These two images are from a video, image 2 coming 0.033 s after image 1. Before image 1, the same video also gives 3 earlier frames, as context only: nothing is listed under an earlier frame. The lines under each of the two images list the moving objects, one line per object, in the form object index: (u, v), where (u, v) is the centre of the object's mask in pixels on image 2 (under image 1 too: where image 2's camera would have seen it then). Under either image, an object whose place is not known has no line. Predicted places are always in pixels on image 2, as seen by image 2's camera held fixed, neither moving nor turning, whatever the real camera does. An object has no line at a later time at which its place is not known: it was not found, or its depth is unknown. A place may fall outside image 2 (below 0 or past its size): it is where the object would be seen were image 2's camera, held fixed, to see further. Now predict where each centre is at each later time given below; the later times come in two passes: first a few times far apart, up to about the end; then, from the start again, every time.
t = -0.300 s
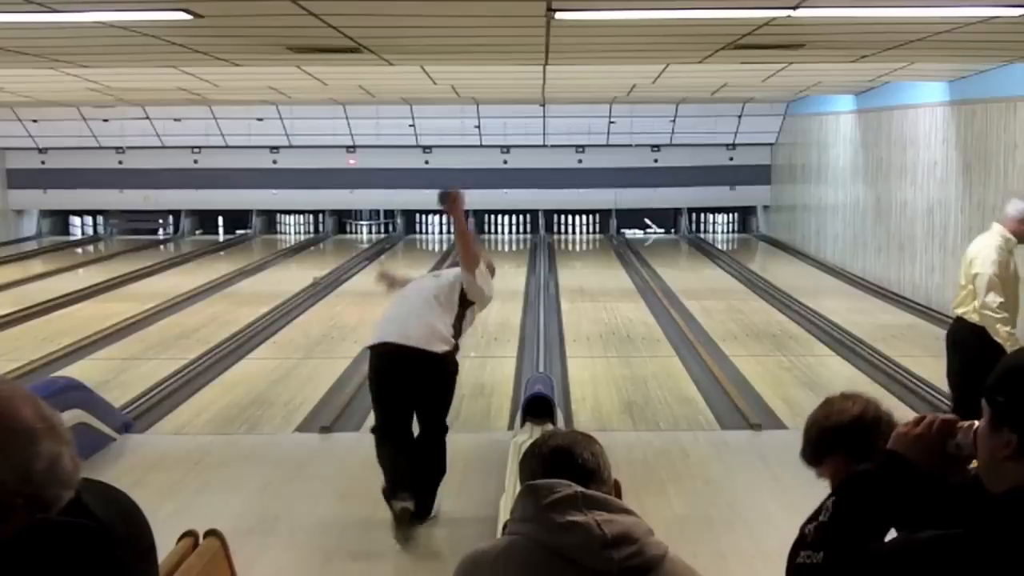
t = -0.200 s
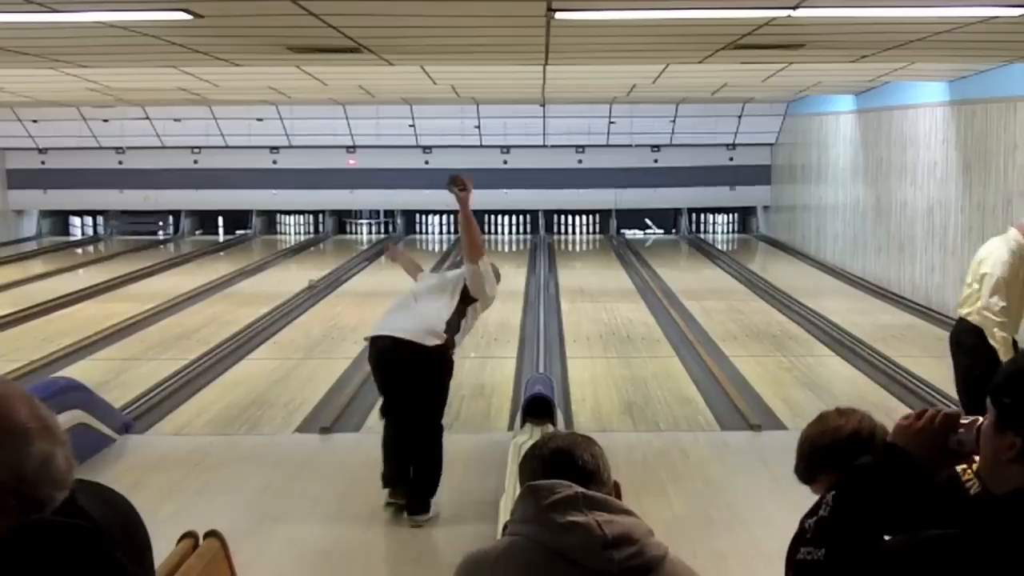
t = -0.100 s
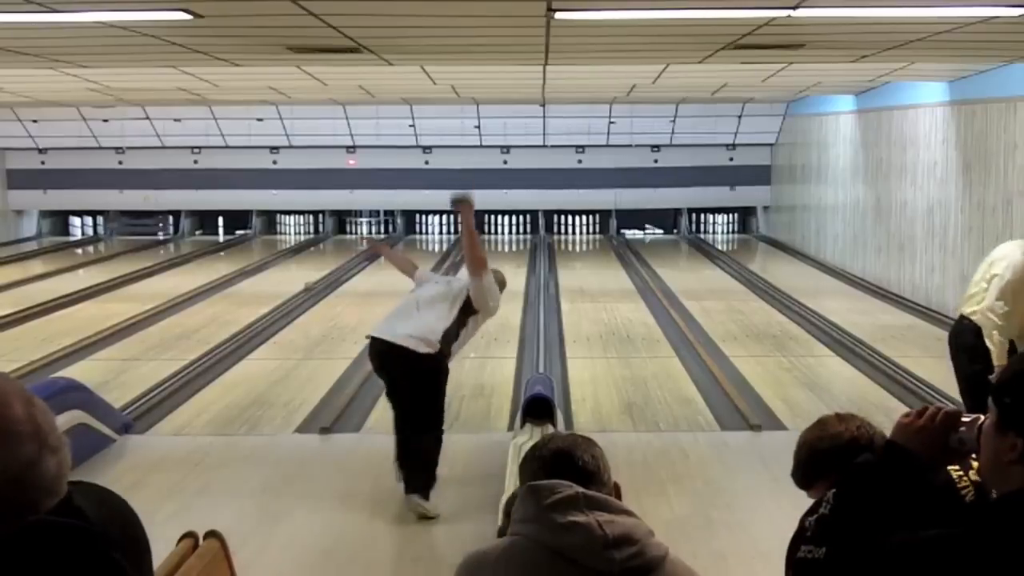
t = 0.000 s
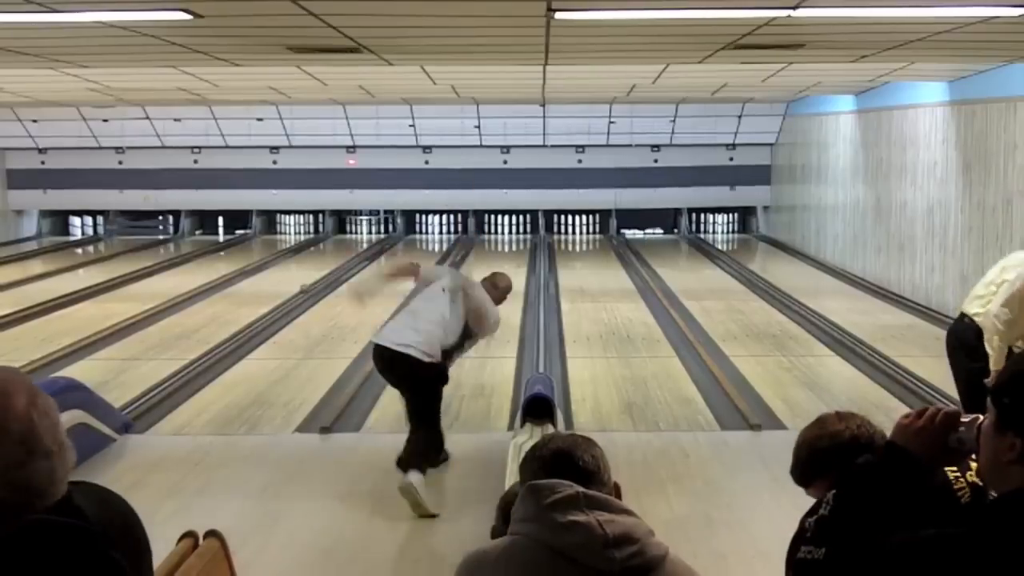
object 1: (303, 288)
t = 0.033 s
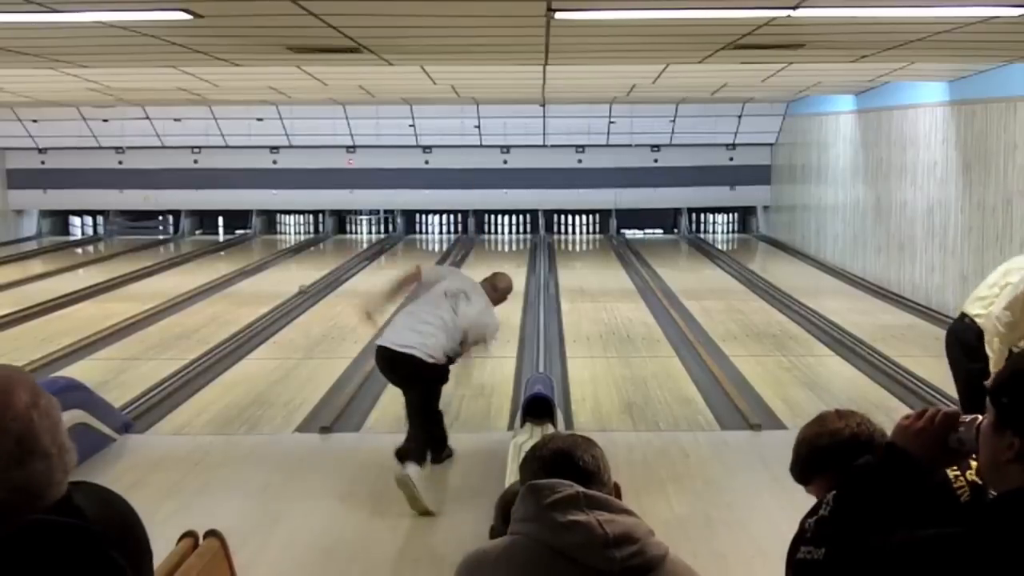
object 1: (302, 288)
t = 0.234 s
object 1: (292, 295)
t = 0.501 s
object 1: (280, 303)
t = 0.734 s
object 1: (268, 310)
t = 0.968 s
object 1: (255, 319)
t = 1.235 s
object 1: (237, 330)
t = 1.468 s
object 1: (220, 340)
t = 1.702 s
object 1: (202, 350)
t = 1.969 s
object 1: (178, 367)
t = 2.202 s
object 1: (155, 383)
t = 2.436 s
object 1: (128, 400)
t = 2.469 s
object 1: (124, 402)
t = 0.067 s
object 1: (300, 290)
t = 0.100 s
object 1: (298, 291)
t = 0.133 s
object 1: (297, 291)
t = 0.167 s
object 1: (295, 292)
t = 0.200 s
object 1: (294, 293)
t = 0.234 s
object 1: (292, 295)
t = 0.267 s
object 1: (291, 295)
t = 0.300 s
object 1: (290, 297)
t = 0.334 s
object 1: (289, 297)
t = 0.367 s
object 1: (286, 299)
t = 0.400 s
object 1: (285, 300)
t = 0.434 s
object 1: (283, 301)
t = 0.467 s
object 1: (282, 302)
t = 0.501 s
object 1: (280, 303)
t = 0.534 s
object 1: (278, 304)
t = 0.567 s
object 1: (276, 305)
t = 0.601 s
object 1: (275, 306)
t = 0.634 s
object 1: (273, 307)
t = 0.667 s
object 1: (272, 308)
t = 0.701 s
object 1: (269, 309)
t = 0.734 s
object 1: (268, 310)
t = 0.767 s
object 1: (266, 311)
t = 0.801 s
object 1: (264, 313)
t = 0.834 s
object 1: (262, 314)
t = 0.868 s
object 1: (260, 315)
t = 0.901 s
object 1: (258, 316)
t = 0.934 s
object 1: (256, 318)
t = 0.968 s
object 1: (255, 319)
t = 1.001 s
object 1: (252, 320)
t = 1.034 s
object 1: (250, 322)
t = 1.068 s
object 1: (248, 323)
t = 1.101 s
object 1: (245, 324)
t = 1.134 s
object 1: (243, 326)
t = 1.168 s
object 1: (242, 327)
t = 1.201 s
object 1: (239, 329)
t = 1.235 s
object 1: (237, 330)
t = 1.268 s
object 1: (235, 332)
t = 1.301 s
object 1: (232, 333)
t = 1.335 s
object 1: (230, 334)
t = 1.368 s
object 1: (228, 335)
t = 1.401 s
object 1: (225, 337)
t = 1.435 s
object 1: (223, 339)
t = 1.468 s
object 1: (220, 340)
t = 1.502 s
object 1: (218, 342)
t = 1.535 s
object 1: (215, 343)
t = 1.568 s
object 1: (212, 345)
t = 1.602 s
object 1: (210, 347)
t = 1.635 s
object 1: (208, 349)
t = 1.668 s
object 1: (205, 350)
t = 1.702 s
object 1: (202, 350)
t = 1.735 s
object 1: (199, 352)
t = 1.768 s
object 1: (197, 355)
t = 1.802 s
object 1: (194, 357)
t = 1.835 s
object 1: (190, 359)
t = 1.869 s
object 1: (187, 361)
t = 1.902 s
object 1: (185, 363)
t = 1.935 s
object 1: (181, 365)
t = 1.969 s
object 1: (178, 367)
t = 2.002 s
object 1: (175, 369)
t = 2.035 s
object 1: (172, 371)
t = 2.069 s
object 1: (169, 374)
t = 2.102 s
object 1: (165, 376)
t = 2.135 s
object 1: (162, 378)
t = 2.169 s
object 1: (158, 380)
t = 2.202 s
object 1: (155, 383)
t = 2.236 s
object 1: (151, 385)
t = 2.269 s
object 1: (148, 387)
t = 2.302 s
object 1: (144, 390)
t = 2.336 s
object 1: (140, 392)
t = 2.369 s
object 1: (136, 395)
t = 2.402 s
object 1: (132, 397)
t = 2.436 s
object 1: (128, 400)
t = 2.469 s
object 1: (124, 402)
